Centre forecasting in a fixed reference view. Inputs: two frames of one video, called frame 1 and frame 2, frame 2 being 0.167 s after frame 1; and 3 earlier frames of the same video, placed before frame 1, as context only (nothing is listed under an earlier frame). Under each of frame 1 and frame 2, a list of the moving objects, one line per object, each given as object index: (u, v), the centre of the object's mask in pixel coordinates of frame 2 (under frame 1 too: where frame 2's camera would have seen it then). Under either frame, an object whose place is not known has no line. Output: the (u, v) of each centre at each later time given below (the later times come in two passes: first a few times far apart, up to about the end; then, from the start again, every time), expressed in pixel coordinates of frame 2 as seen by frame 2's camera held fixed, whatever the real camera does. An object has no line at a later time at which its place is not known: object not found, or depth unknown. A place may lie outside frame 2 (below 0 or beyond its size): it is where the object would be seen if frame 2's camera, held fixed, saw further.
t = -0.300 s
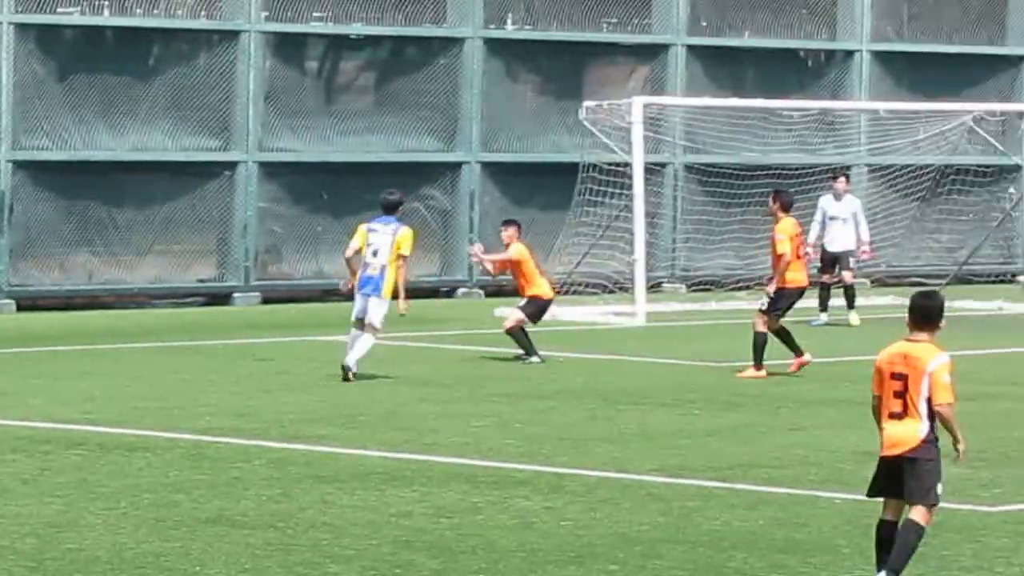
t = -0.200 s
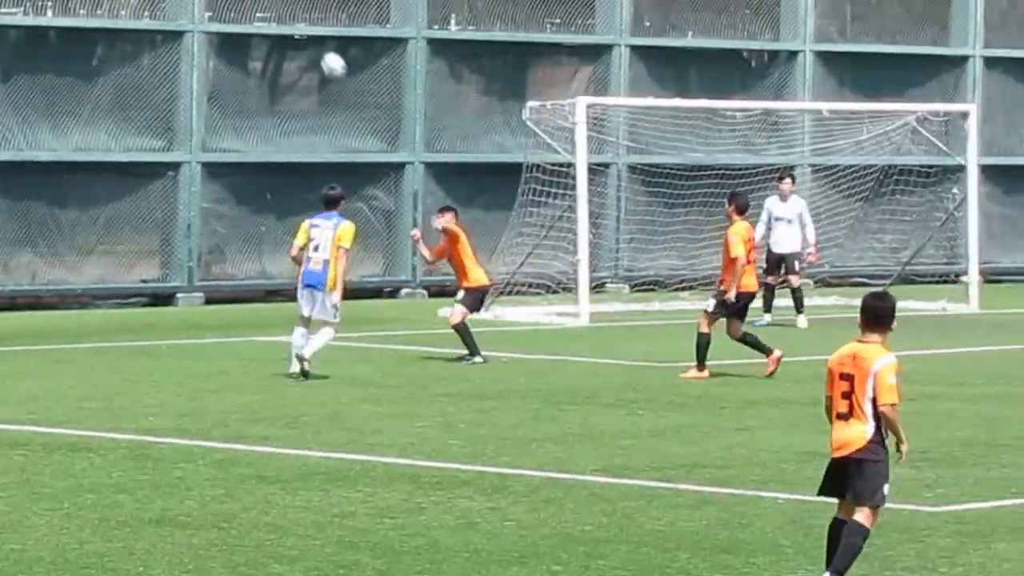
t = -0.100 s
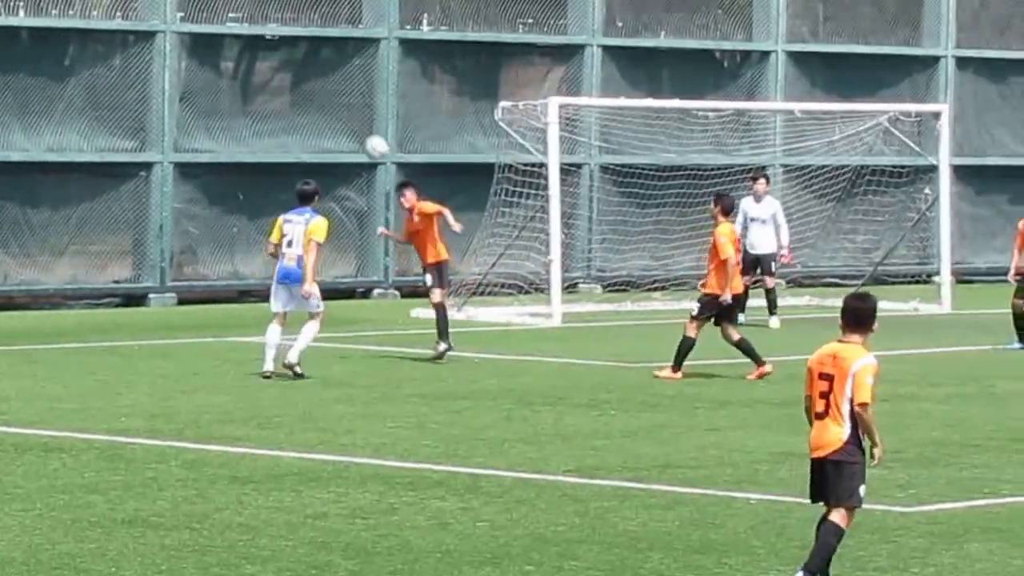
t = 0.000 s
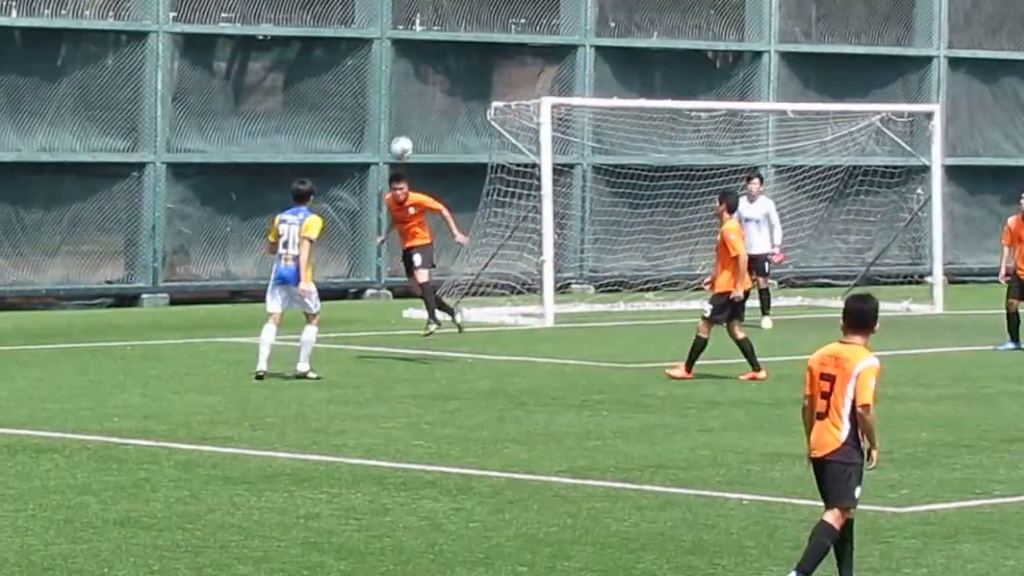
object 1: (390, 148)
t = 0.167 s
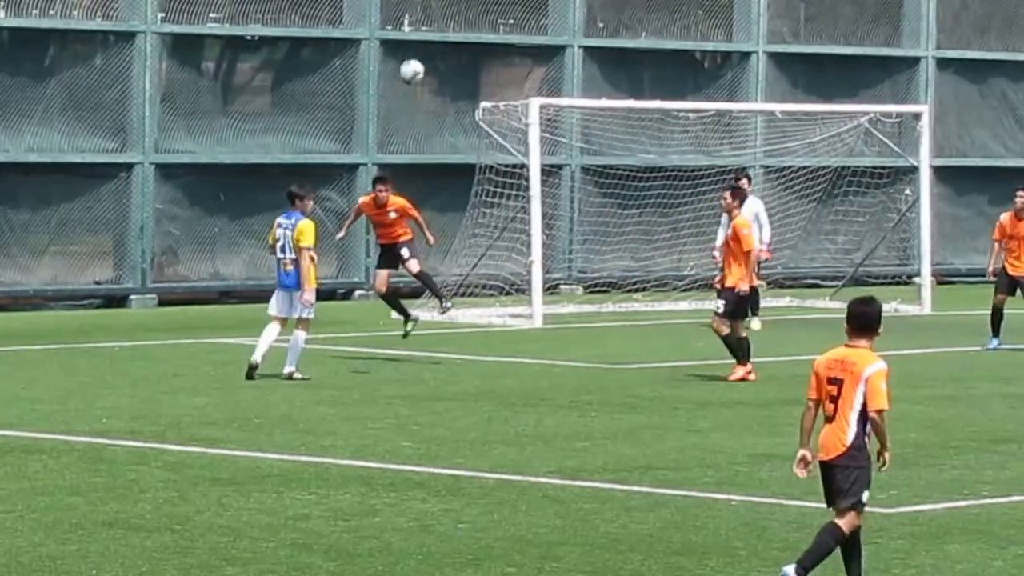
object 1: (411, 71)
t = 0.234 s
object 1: (422, 49)
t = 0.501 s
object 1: (475, 10)
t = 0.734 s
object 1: (537, 53)
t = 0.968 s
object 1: (615, 187)
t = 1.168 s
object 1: (695, 387)
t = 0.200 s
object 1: (416, 59)
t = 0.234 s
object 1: (422, 49)
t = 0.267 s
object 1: (428, 40)
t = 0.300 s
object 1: (433, 31)
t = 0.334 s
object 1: (440, 24)
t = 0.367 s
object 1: (446, 19)
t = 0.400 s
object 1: (453, 14)
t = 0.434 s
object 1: (460, 11)
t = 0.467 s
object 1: (467, 10)
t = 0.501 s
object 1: (475, 10)
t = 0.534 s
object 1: (483, 11)
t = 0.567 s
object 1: (491, 13)
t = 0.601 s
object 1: (500, 19)
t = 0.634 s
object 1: (509, 25)
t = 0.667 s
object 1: (519, 33)
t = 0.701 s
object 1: (527, 42)
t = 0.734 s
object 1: (537, 53)
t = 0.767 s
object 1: (547, 67)
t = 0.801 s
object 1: (557, 81)
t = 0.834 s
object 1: (569, 99)
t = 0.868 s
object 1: (579, 119)
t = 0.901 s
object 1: (590, 138)
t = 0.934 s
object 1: (602, 162)
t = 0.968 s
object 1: (615, 187)
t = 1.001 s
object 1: (627, 214)
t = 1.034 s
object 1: (640, 245)
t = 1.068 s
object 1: (653, 276)
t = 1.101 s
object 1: (666, 311)
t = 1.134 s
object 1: (681, 347)
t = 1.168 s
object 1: (695, 387)
